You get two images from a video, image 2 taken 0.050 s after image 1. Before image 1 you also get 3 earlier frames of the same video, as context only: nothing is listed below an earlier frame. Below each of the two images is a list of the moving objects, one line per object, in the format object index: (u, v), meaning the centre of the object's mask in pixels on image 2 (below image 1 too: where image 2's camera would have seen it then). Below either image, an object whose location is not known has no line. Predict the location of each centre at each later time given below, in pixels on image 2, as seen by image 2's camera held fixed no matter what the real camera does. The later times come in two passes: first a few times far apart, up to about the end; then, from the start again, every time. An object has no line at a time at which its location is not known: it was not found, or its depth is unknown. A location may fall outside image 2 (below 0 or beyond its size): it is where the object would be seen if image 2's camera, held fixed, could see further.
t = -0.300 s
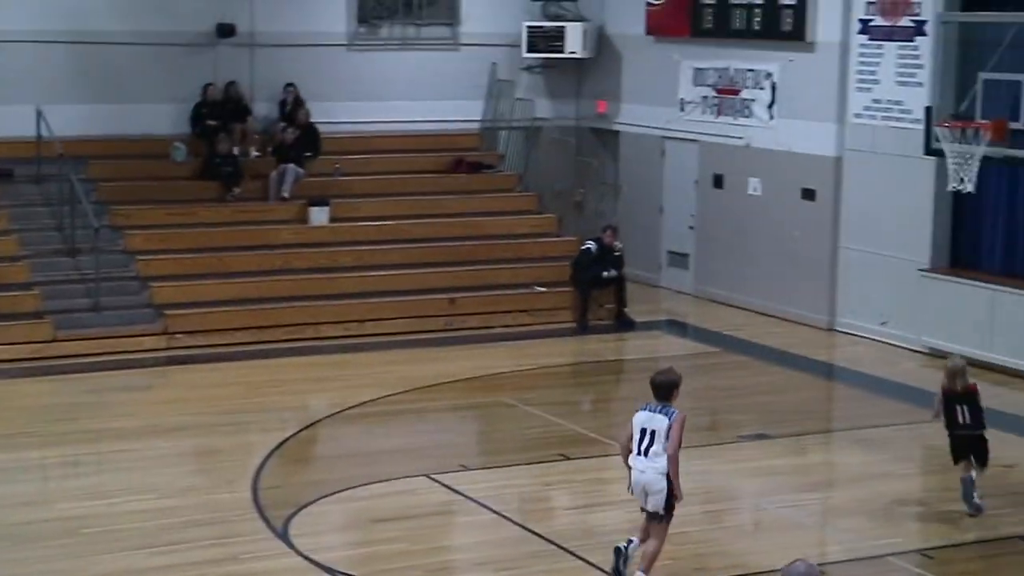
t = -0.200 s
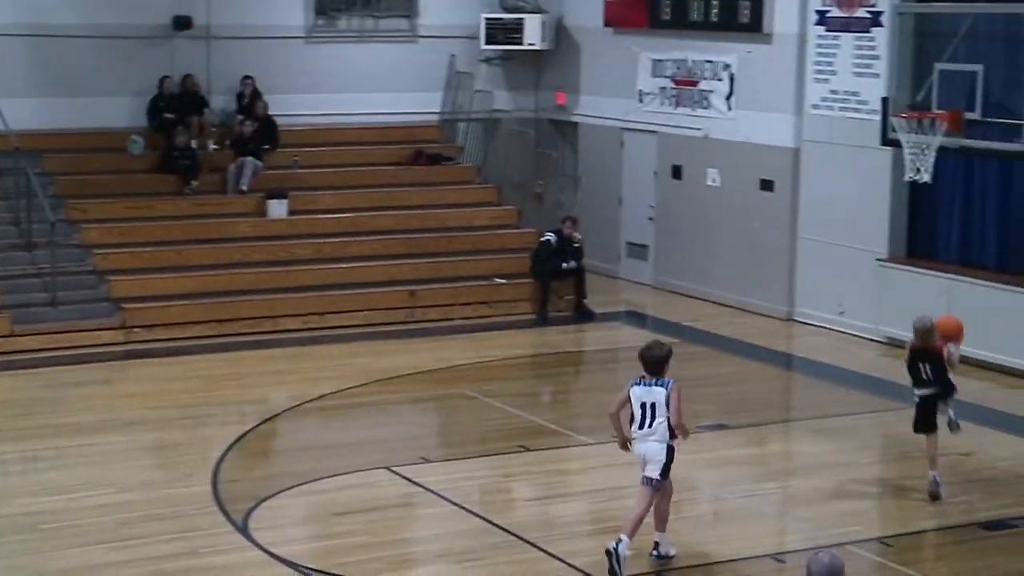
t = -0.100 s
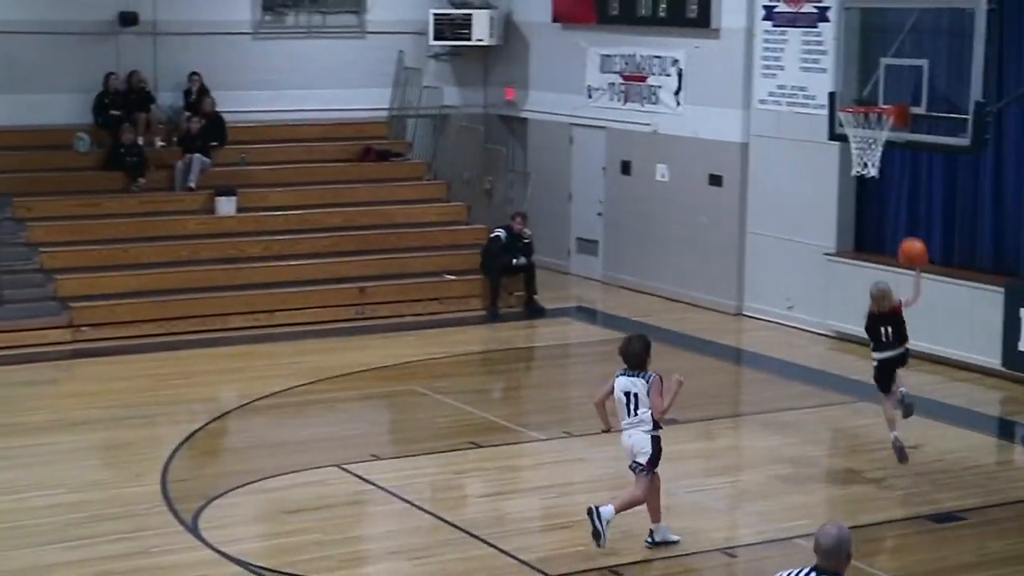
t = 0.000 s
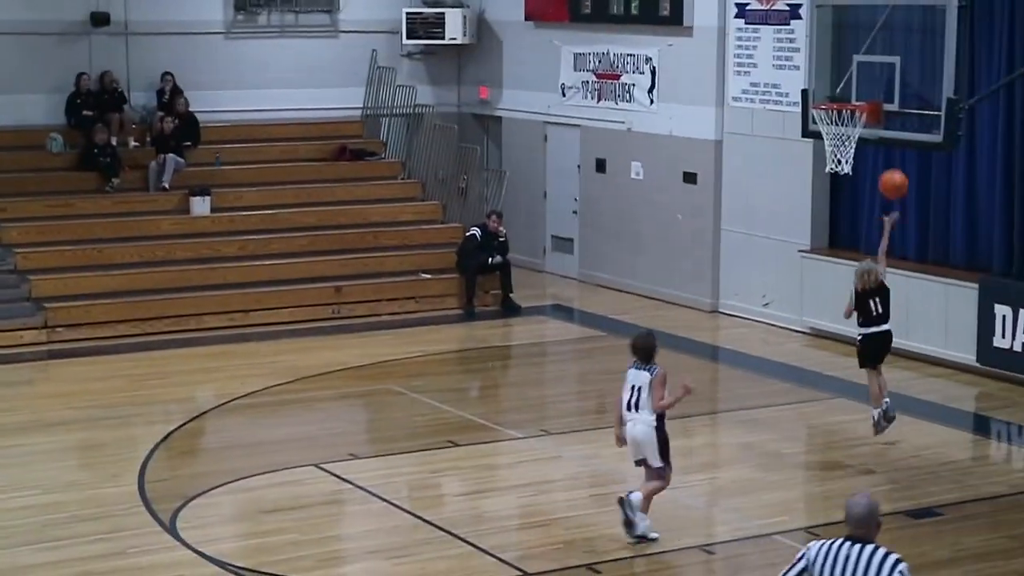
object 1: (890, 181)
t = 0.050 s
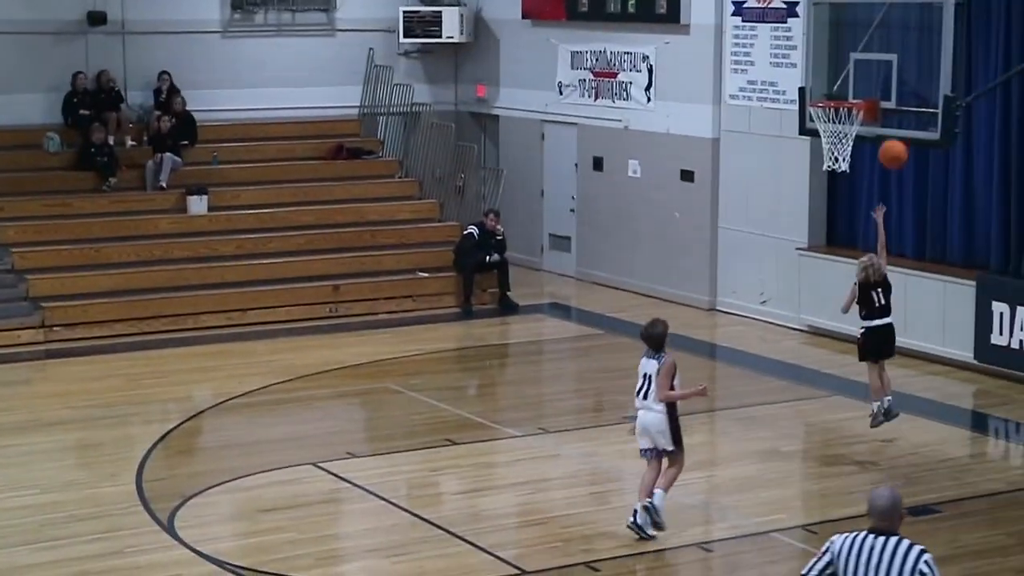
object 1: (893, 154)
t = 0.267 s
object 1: (873, 89)
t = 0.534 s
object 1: (830, 93)
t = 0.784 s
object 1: (835, 122)
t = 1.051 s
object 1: (837, 164)
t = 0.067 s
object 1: (894, 145)
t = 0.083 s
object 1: (895, 137)
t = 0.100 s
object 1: (896, 129)
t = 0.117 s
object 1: (897, 121)
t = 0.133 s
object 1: (898, 115)
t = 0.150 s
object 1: (899, 108)
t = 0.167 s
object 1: (897, 103)
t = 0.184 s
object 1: (894, 100)
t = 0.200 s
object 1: (891, 97)
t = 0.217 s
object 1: (886, 94)
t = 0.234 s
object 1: (882, 92)
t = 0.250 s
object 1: (877, 89)
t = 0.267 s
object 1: (873, 89)
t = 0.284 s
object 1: (870, 88)
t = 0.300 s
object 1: (867, 85)
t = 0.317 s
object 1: (863, 84)
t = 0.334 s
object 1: (860, 84)
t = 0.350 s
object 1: (856, 84)
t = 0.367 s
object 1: (852, 85)
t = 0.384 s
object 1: (848, 85)
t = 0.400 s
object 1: (844, 86)
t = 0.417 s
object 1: (840, 88)
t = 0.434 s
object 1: (837, 89)
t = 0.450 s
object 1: (834, 90)
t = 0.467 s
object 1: (830, 93)
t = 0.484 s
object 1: (829, 94)
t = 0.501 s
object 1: (829, 93)
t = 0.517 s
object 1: (830, 93)
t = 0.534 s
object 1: (830, 93)
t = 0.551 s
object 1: (830, 94)
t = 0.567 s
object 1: (831, 94)
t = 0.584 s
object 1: (831, 95)
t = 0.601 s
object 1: (831, 95)
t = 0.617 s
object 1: (832, 97)
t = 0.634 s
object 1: (832, 100)
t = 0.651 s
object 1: (832, 103)
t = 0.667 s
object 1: (832, 105)
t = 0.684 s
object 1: (832, 108)
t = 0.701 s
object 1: (833, 112)
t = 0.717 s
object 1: (833, 115)
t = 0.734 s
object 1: (835, 119)
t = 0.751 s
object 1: (835, 120)
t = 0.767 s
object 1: (835, 121)
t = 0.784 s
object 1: (835, 122)
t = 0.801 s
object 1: (835, 123)
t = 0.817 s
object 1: (836, 124)
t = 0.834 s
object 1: (836, 125)
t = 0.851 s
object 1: (836, 128)
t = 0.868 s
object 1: (836, 129)
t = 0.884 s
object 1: (836, 130)
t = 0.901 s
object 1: (837, 132)
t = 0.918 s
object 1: (836, 134)
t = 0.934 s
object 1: (839, 134)
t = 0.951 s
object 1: (836, 138)
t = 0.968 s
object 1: (836, 140)
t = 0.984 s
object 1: (836, 145)
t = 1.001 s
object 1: (836, 148)
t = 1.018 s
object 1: (836, 152)
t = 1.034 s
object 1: (838, 158)
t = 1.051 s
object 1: (837, 164)
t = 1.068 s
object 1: (838, 168)
